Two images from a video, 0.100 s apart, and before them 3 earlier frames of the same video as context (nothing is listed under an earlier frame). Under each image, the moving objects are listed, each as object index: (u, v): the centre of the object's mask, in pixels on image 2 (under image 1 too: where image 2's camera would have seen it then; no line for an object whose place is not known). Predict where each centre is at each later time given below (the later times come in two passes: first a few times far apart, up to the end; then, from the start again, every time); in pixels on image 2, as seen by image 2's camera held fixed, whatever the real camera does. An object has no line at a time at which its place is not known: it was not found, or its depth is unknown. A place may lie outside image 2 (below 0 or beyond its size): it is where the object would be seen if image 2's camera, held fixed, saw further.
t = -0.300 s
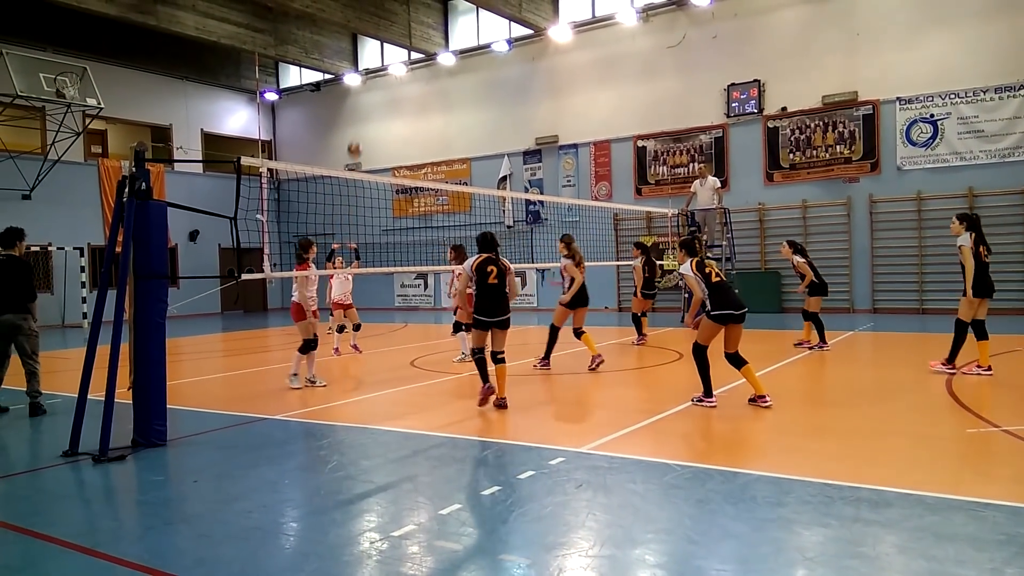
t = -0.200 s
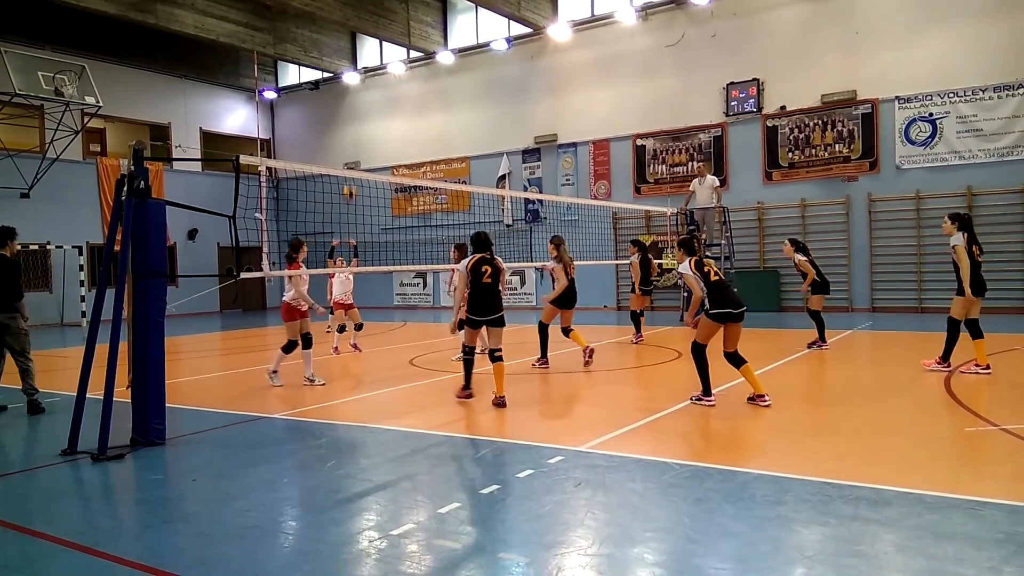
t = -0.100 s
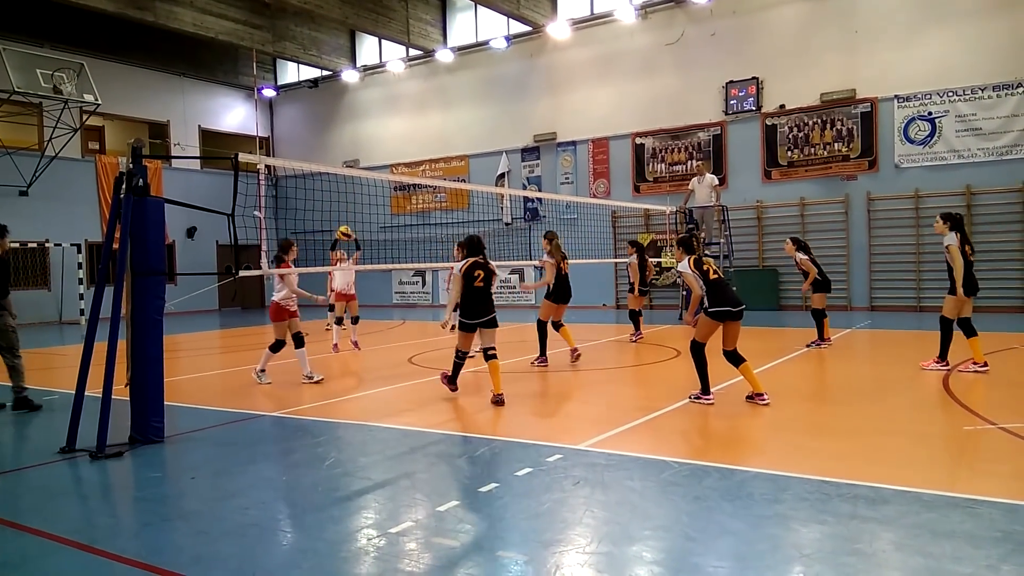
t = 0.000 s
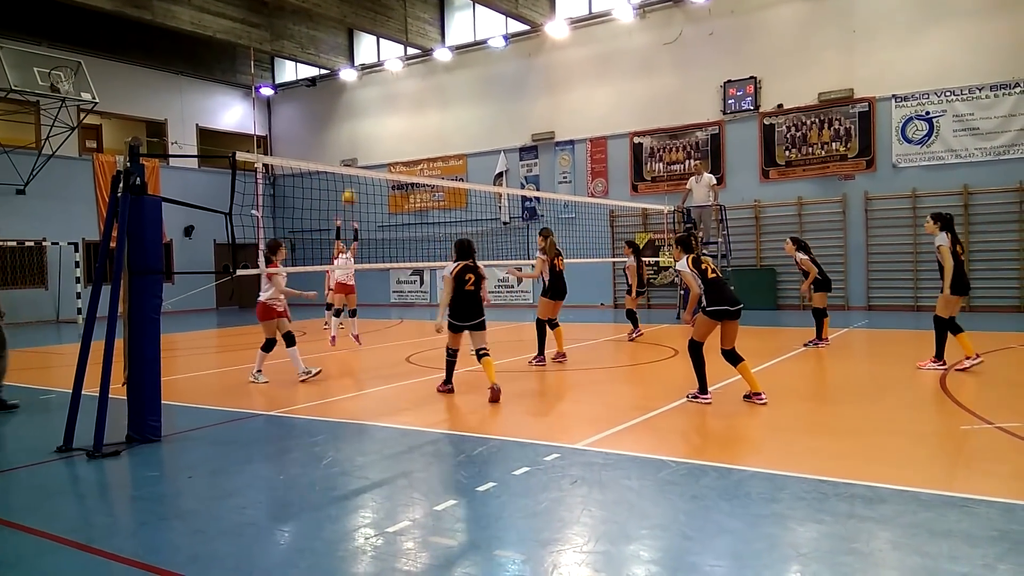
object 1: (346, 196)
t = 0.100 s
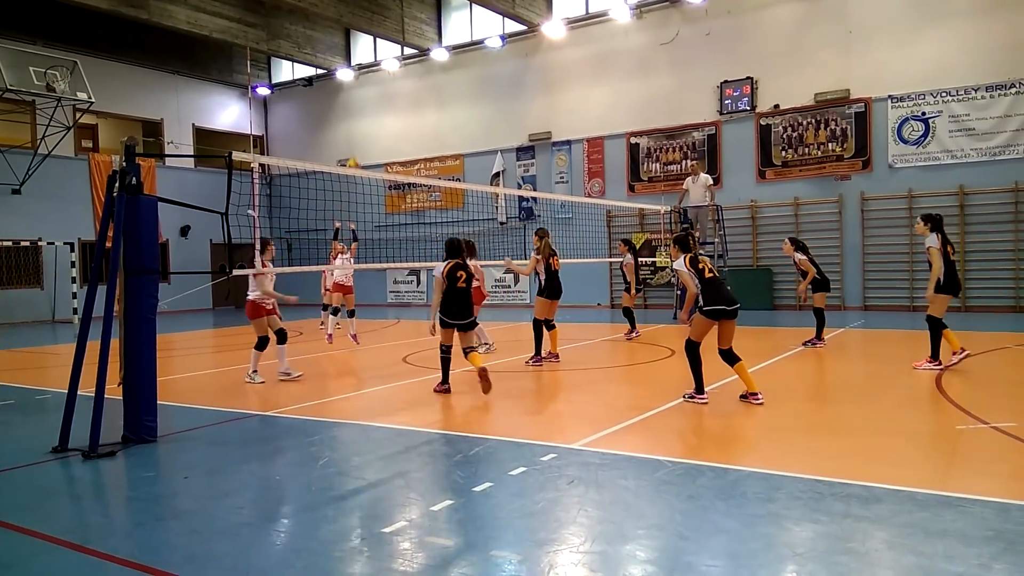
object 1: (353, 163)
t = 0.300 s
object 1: (368, 121)
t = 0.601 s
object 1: (393, 105)
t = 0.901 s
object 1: (422, 153)
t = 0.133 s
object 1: (356, 156)
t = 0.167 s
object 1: (359, 147)
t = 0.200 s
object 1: (361, 139)
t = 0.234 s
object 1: (363, 133)
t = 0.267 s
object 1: (366, 127)
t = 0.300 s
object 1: (368, 121)
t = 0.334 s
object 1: (371, 116)
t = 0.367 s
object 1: (373, 112)
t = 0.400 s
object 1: (376, 109)
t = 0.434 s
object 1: (379, 107)
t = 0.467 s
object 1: (382, 105)
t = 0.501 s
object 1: (384, 104)
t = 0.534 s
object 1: (387, 104)
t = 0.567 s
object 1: (390, 104)
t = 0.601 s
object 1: (393, 105)
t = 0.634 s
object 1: (396, 107)
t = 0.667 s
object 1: (399, 110)
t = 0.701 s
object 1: (402, 114)
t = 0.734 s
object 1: (405, 118)
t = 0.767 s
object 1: (408, 124)
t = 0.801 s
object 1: (412, 130)
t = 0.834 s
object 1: (415, 137)
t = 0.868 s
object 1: (418, 145)
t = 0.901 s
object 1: (422, 153)
